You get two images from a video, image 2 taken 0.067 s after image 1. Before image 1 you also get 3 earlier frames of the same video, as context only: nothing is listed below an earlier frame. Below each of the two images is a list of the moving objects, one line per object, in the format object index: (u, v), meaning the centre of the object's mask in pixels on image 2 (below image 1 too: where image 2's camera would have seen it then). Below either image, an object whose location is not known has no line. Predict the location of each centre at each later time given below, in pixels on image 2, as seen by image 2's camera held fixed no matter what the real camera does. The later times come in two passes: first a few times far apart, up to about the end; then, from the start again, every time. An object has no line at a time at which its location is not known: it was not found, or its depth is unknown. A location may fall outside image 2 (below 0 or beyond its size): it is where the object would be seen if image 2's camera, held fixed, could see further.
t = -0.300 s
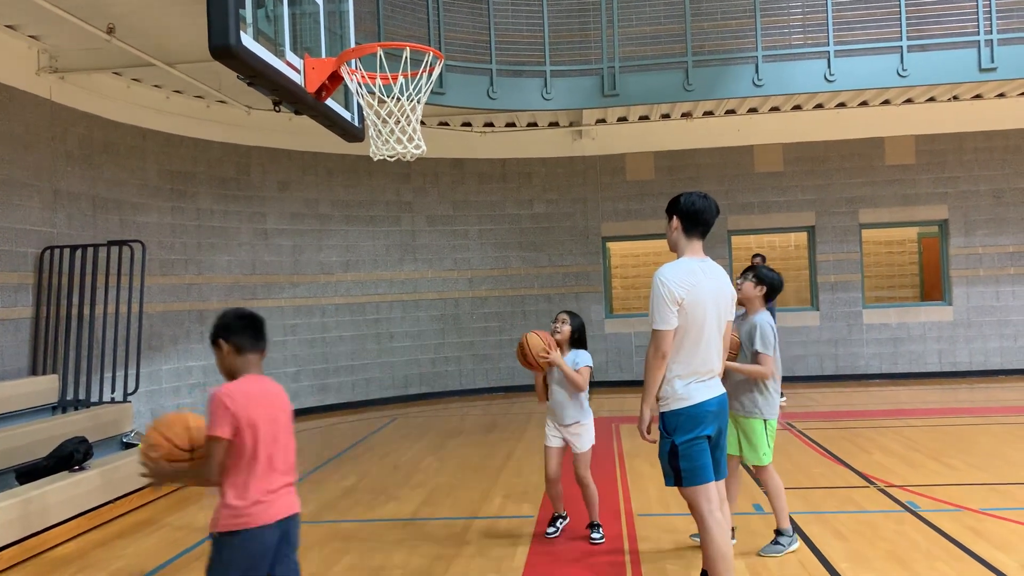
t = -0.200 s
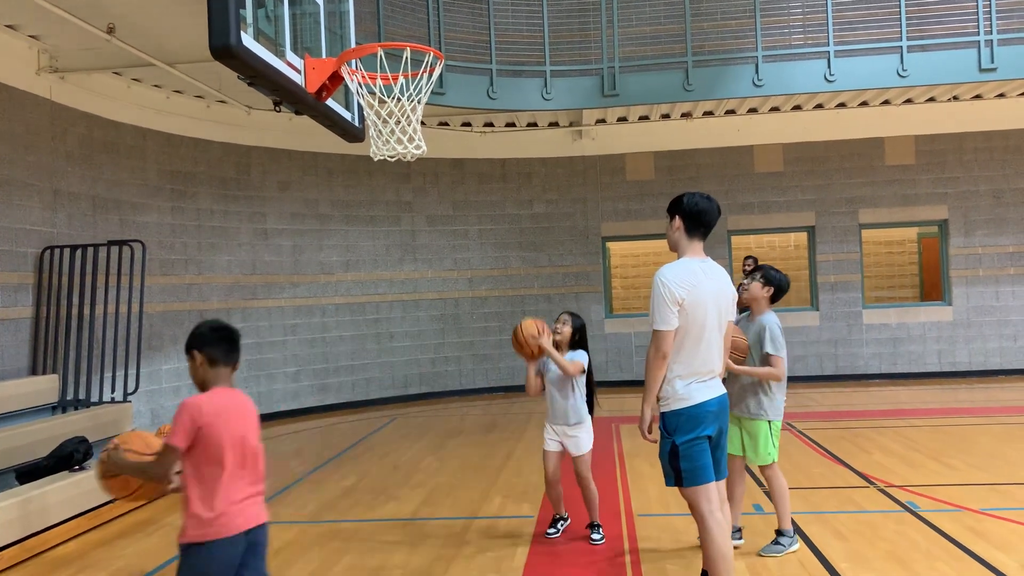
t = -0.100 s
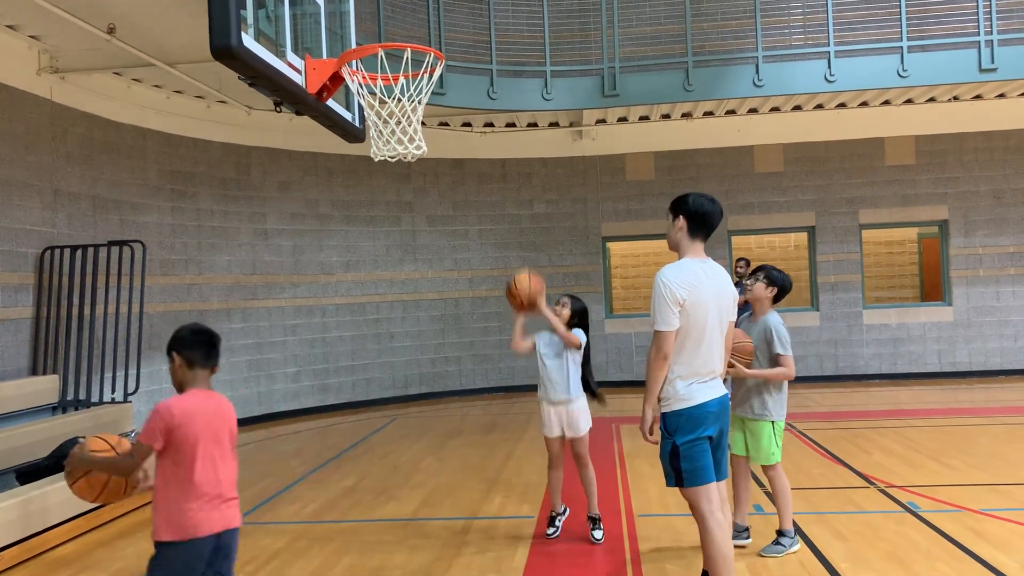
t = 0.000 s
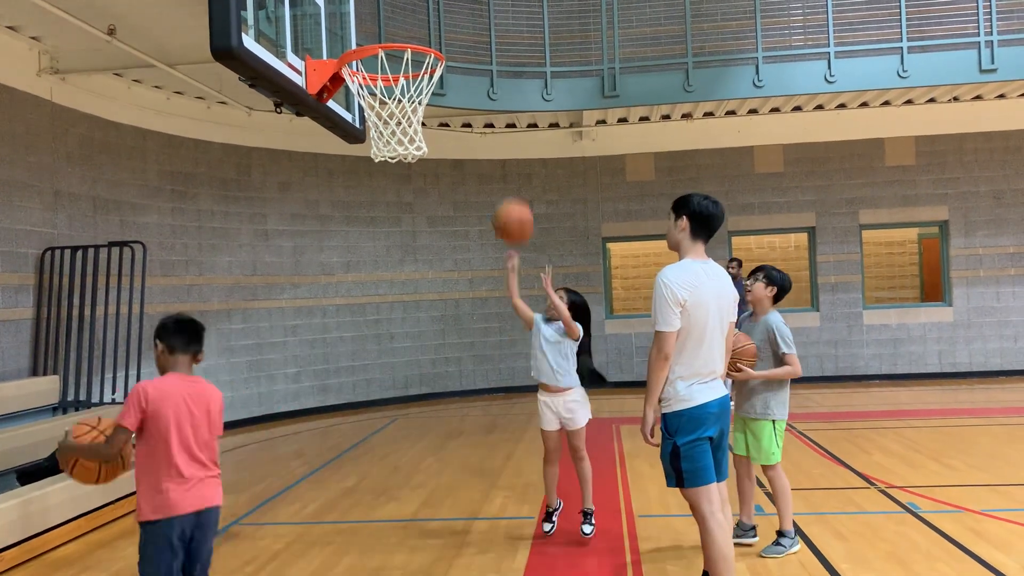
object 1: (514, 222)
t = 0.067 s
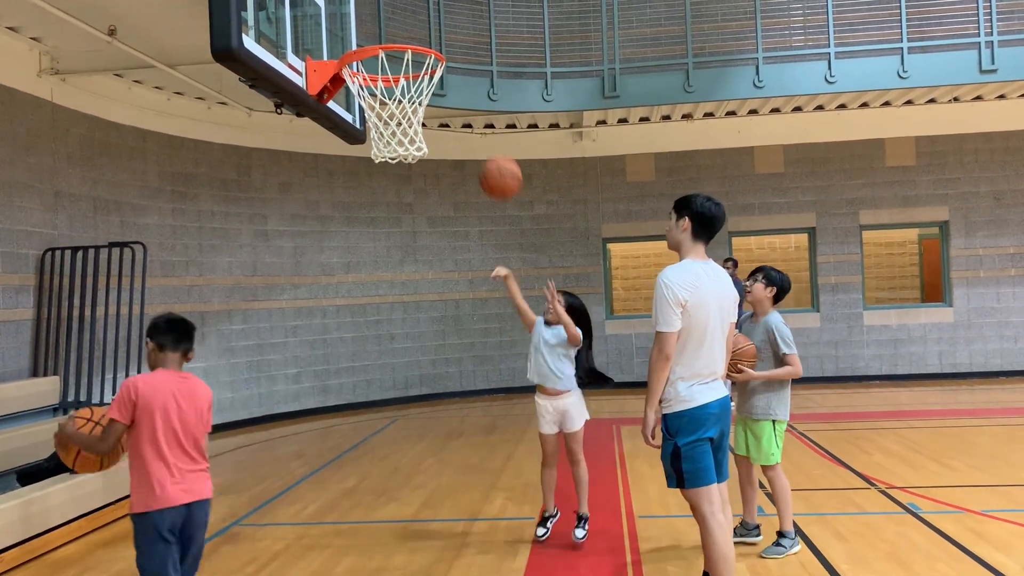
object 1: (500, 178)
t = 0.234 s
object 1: (468, 91)
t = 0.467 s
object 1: (422, 35)
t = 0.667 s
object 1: (382, 76)
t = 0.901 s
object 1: (376, 130)
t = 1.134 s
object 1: (409, 168)
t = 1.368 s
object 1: (410, 235)
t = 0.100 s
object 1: (494, 158)
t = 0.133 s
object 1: (487, 138)
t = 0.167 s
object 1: (481, 120)
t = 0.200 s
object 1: (475, 105)
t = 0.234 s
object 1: (468, 91)
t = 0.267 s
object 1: (462, 78)
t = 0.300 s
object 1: (458, 69)
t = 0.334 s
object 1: (453, 57)
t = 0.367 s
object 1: (446, 48)
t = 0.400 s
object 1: (438, 41)
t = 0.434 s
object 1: (430, 37)
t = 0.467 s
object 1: (422, 35)
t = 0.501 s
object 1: (415, 40)
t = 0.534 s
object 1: (407, 45)
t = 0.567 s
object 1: (403, 52)
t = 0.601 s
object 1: (395, 53)
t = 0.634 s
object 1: (388, 69)
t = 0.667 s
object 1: (382, 76)
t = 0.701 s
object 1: (376, 87)
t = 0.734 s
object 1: (370, 96)
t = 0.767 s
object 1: (367, 101)
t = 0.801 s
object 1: (367, 104)
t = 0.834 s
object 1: (377, 112)
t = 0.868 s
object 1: (373, 128)
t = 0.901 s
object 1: (376, 130)
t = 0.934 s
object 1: (383, 135)
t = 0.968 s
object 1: (390, 143)
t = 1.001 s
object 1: (395, 151)
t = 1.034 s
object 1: (402, 160)
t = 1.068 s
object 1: (407, 158)
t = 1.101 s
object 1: (409, 167)
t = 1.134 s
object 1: (409, 168)
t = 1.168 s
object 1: (408, 170)
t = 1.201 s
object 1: (407, 173)
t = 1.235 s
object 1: (406, 178)
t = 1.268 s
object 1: (407, 189)
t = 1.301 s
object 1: (409, 202)
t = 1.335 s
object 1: (409, 217)
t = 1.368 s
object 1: (410, 235)
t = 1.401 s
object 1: (410, 254)
